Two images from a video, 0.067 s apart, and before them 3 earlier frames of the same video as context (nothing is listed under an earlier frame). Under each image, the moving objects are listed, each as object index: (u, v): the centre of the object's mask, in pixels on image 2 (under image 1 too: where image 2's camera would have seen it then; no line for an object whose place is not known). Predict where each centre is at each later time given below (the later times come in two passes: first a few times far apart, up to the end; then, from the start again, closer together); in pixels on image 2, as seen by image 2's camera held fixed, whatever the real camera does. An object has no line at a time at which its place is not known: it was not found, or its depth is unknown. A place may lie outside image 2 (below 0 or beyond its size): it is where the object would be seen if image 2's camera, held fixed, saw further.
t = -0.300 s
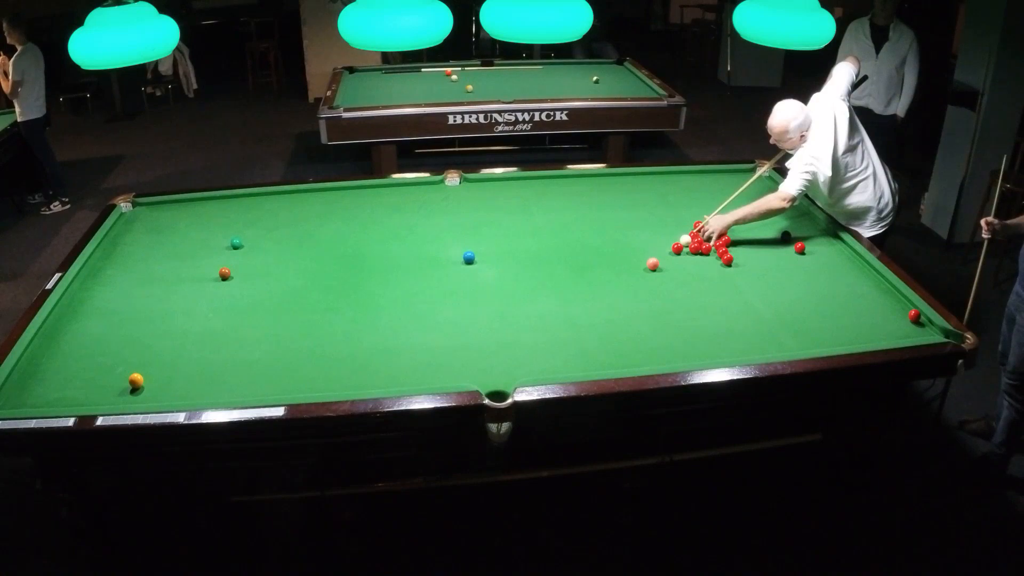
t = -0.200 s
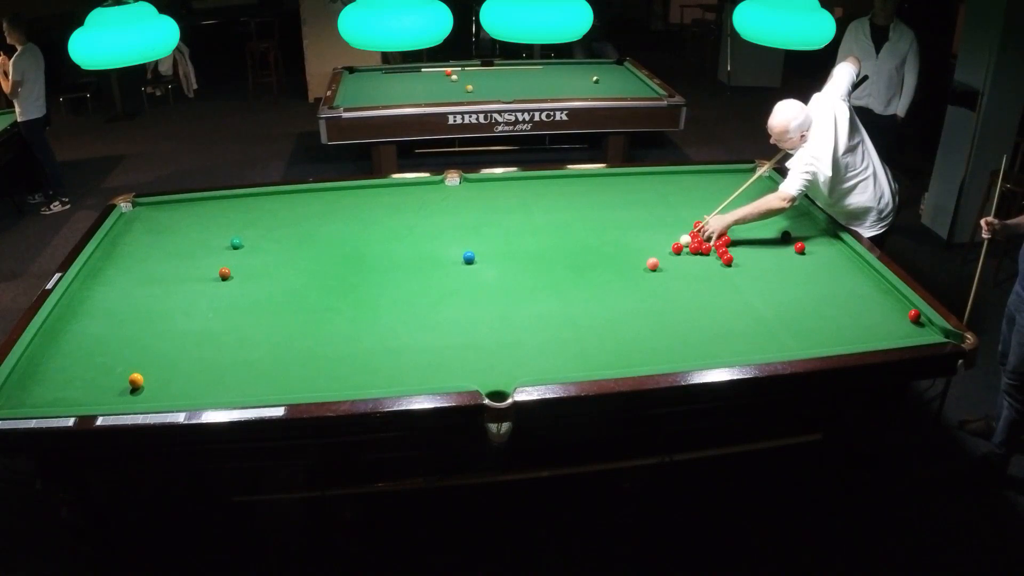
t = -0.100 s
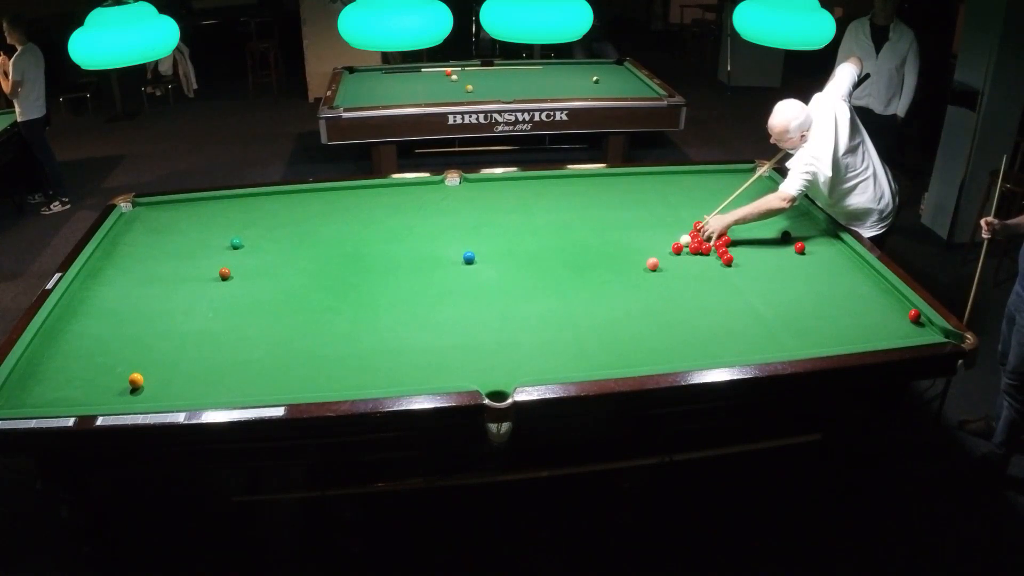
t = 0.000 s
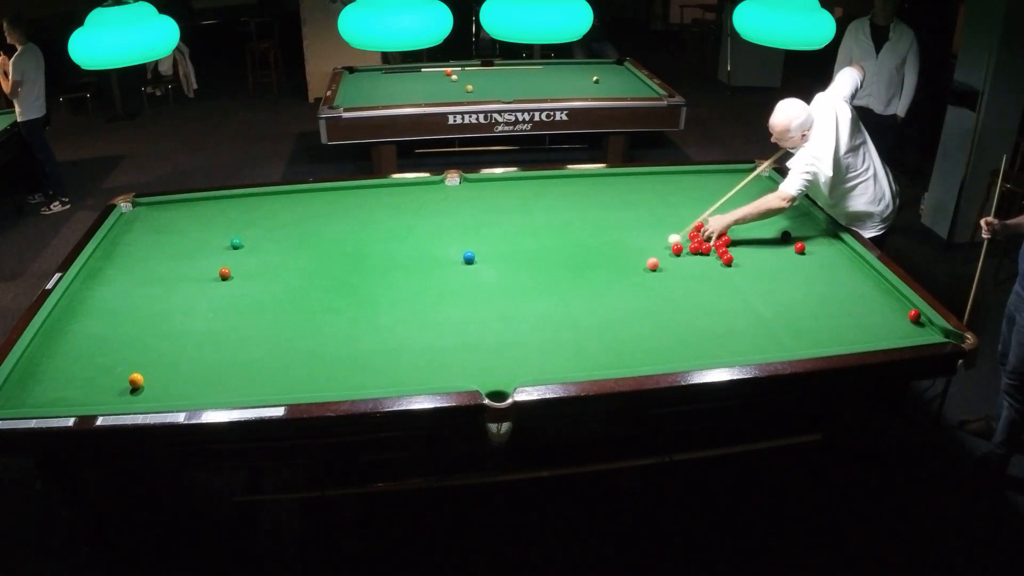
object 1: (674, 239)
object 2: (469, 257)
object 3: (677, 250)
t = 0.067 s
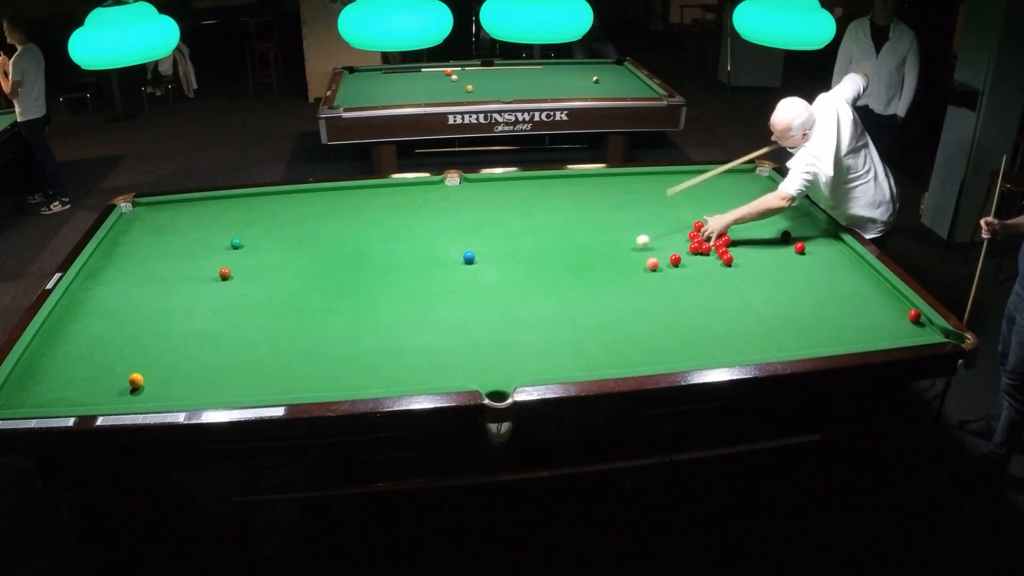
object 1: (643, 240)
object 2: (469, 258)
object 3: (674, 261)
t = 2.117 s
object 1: (144, 352)
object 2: (177, 203)
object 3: (499, 250)
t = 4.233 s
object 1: (117, 252)
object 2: (189, 243)
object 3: (398, 197)
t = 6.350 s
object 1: (125, 220)
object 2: (243, 263)
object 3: (368, 226)
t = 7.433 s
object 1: (126, 219)
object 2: (250, 265)
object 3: (367, 227)
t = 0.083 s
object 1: (635, 242)
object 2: (469, 257)
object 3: (674, 263)
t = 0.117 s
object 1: (619, 244)
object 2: (469, 258)
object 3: (673, 268)
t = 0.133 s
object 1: (611, 244)
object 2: (469, 258)
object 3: (673, 270)
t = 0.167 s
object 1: (596, 246)
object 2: (469, 258)
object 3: (672, 275)
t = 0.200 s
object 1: (581, 248)
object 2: (469, 258)
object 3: (671, 279)
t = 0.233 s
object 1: (566, 250)
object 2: (469, 258)
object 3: (670, 284)
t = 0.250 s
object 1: (558, 251)
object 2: (469, 258)
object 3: (670, 286)
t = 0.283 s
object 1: (543, 253)
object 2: (469, 258)
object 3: (669, 291)
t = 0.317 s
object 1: (527, 254)
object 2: (469, 258)
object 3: (668, 296)
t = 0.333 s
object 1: (519, 255)
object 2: (469, 257)
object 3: (668, 298)
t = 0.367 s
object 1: (504, 257)
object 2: (468, 257)
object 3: (666, 303)
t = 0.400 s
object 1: (488, 259)
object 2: (468, 257)
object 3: (665, 308)
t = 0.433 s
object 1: (478, 262)
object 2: (463, 256)
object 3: (664, 313)
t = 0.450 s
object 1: (475, 264)
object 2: (458, 255)
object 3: (664, 316)
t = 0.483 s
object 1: (469, 268)
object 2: (448, 254)
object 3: (663, 321)
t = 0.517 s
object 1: (463, 272)
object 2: (439, 252)
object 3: (662, 326)
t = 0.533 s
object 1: (459, 273)
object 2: (435, 251)
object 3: (661, 329)
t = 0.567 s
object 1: (451, 277)
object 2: (427, 250)
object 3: (660, 335)
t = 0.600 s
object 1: (443, 280)
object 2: (420, 248)
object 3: (659, 340)
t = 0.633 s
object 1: (436, 284)
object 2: (413, 247)
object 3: (657, 346)
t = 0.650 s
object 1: (431, 286)
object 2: (409, 246)
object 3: (657, 349)
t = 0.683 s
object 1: (423, 290)
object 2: (402, 245)
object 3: (656, 355)
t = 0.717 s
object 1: (415, 294)
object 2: (395, 243)
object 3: (654, 359)
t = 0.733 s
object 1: (411, 296)
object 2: (392, 242)
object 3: (654, 361)
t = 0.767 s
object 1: (402, 300)
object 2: (385, 241)
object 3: (650, 361)
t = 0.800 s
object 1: (394, 304)
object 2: (378, 240)
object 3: (645, 359)
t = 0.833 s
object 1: (385, 308)
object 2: (371, 238)
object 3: (639, 357)
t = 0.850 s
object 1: (381, 311)
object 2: (368, 238)
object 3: (637, 356)
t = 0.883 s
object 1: (372, 315)
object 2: (361, 236)
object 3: (632, 351)
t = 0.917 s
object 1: (363, 319)
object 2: (355, 235)
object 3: (628, 347)
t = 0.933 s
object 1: (359, 321)
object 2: (352, 235)
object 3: (625, 346)
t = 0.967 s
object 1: (350, 325)
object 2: (345, 233)
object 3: (621, 342)
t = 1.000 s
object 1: (341, 329)
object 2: (339, 232)
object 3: (616, 338)
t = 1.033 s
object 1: (331, 334)
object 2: (333, 231)
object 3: (611, 335)
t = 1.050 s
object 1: (327, 336)
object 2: (330, 230)
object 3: (609, 333)
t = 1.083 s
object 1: (317, 340)
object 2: (324, 229)
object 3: (605, 330)
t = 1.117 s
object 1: (308, 345)
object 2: (318, 228)
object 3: (600, 327)
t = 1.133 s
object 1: (303, 347)
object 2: (316, 227)
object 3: (598, 325)
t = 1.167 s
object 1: (294, 352)
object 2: (310, 226)
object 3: (594, 322)
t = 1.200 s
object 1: (284, 356)
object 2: (304, 225)
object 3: (590, 319)
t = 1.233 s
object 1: (275, 361)
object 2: (299, 224)
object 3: (586, 316)
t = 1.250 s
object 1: (270, 363)
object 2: (296, 223)
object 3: (584, 314)
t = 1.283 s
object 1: (260, 368)
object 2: (290, 222)
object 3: (580, 311)
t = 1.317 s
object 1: (250, 372)
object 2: (285, 221)
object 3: (576, 308)
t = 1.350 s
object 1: (240, 377)
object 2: (279, 220)
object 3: (572, 305)
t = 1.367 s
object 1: (235, 379)
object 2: (277, 220)
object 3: (570, 304)
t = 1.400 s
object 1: (225, 384)
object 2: (272, 219)
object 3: (566, 301)
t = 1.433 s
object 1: (214, 389)
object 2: (266, 217)
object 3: (562, 298)
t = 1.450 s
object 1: (210, 391)
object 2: (264, 217)
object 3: (561, 297)
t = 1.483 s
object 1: (199, 395)
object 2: (259, 216)
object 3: (557, 294)
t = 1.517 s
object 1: (190, 397)
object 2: (254, 215)
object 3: (553, 291)
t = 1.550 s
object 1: (186, 395)
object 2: (249, 214)
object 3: (550, 289)
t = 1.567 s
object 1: (183, 394)
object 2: (247, 214)
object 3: (548, 287)
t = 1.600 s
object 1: (179, 393)
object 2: (242, 213)
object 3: (545, 285)
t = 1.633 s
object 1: (174, 391)
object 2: (237, 212)
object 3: (542, 282)
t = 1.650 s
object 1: (172, 389)
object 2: (235, 211)
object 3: (540, 281)
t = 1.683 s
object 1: (168, 387)
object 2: (231, 210)
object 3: (537, 278)
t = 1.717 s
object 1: (163, 384)
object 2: (226, 209)
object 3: (533, 276)
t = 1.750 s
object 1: (159, 382)
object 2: (222, 209)
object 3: (530, 273)
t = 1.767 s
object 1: (157, 381)
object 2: (220, 208)
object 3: (528, 272)
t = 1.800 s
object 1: (153, 378)
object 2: (215, 207)
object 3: (525, 270)
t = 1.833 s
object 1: (151, 376)
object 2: (211, 206)
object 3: (522, 268)
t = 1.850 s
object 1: (150, 374)
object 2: (208, 206)
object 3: (521, 267)
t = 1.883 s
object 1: (149, 371)
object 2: (204, 205)
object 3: (518, 264)
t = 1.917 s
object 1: (148, 368)
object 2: (201, 204)
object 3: (515, 262)
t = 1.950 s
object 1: (148, 366)
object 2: (196, 203)
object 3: (512, 260)
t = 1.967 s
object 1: (147, 364)
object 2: (194, 203)
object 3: (511, 259)
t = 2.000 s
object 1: (146, 362)
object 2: (190, 202)
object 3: (508, 257)
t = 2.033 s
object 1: (146, 359)
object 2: (186, 202)
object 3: (505, 255)
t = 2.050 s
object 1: (145, 357)
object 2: (184, 201)
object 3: (504, 254)
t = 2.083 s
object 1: (145, 354)
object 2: (180, 202)
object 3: (501, 252)
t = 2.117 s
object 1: (144, 352)
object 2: (177, 203)
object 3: (499, 250)
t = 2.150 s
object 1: (143, 350)
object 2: (173, 204)
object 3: (496, 248)
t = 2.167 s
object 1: (143, 348)
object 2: (171, 204)
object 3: (495, 247)
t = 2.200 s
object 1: (142, 345)
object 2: (168, 205)
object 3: (492, 245)
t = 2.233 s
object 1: (141, 343)
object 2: (164, 207)
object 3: (490, 243)
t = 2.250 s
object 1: (141, 342)
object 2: (162, 207)
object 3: (489, 242)
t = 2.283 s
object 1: (140, 340)
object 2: (159, 208)
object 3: (486, 240)
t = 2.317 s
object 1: (139, 338)
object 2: (156, 209)
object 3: (484, 238)
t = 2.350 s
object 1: (139, 335)
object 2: (152, 210)
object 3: (481, 237)
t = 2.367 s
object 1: (138, 334)
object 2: (150, 210)
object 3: (480, 236)
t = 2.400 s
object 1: (138, 332)
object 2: (146, 212)
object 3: (478, 234)
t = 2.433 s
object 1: (137, 330)
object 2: (143, 213)
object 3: (476, 232)
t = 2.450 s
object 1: (137, 329)
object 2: (141, 213)
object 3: (474, 231)
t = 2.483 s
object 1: (136, 326)
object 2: (137, 214)
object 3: (472, 230)
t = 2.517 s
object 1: (136, 325)
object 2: (134, 215)
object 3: (470, 228)
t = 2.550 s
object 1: (135, 322)
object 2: (131, 215)
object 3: (468, 227)
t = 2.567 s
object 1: (135, 321)
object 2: (129, 216)
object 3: (467, 226)
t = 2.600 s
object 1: (134, 319)
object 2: (126, 217)
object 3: (465, 224)
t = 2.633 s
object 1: (134, 317)
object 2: (122, 218)
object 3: (463, 222)
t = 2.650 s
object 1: (134, 316)
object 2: (121, 218)
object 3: (462, 222)
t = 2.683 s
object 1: (133, 314)
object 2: (121, 219)
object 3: (460, 220)
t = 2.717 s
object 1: (132, 313)
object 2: (122, 219)
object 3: (458, 219)
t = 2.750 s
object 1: (132, 311)
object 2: (124, 220)
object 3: (456, 217)
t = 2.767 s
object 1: (132, 310)
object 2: (124, 220)
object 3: (454, 217)
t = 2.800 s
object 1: (131, 308)
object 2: (126, 221)
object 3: (453, 215)
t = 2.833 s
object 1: (131, 306)
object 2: (128, 221)
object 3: (451, 214)
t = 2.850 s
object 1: (131, 306)
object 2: (129, 222)
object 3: (450, 213)
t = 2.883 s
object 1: (130, 304)
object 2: (130, 222)
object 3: (448, 212)
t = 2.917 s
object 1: (130, 302)
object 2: (132, 223)
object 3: (446, 210)
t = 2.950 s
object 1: (129, 300)
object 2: (134, 224)
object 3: (444, 209)
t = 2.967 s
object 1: (129, 299)
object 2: (134, 224)
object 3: (444, 208)
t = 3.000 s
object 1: (129, 298)
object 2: (136, 224)
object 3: (442, 207)
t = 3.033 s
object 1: (128, 296)
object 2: (137, 225)
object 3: (440, 206)
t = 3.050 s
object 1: (128, 295)
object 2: (138, 225)
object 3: (439, 205)
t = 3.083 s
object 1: (127, 294)
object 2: (140, 226)
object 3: (437, 204)
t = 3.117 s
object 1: (127, 292)
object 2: (141, 226)
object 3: (436, 202)
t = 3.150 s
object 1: (127, 290)
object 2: (143, 227)
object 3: (434, 201)
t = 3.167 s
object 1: (127, 290)
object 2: (144, 227)
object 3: (434, 201)
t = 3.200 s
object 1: (126, 288)
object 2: (145, 228)
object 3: (432, 200)
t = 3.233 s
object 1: (126, 287)
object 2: (147, 228)
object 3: (430, 198)
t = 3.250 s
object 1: (126, 286)
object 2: (147, 229)
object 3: (429, 198)
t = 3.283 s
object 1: (125, 285)
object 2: (149, 229)
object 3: (428, 197)
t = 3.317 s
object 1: (125, 283)
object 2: (150, 230)
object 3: (426, 196)
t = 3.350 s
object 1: (125, 282)
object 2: (152, 230)
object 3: (425, 194)
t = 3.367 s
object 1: (124, 281)
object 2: (152, 231)
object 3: (424, 194)
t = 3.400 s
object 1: (124, 280)
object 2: (154, 231)
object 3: (423, 193)
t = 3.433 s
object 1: (124, 278)
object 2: (156, 232)
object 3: (421, 192)
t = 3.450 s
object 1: (124, 278)
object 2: (156, 232)
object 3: (421, 191)
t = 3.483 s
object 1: (123, 277)
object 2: (158, 232)
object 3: (419, 190)
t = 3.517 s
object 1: (123, 275)
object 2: (159, 233)
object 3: (418, 189)
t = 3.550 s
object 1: (123, 274)
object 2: (161, 233)
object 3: (416, 188)
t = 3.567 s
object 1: (123, 274)
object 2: (161, 234)
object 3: (416, 188)
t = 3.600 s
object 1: (123, 272)
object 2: (163, 234)
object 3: (414, 187)
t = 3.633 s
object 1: (122, 271)
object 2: (164, 235)
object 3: (413, 186)
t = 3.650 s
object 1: (122, 271)
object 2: (165, 235)
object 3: (412, 185)
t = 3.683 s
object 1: (122, 269)
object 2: (166, 236)
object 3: (411, 185)
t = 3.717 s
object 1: (121, 268)
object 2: (168, 236)
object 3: (410, 186)
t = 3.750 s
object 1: (121, 267)
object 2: (169, 236)
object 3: (409, 186)
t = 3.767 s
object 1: (121, 266)
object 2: (170, 237)
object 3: (409, 187)
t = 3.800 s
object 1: (121, 265)
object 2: (171, 237)
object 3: (408, 187)
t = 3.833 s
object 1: (120, 264)
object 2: (173, 237)
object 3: (407, 188)
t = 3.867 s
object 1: (120, 263)
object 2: (174, 238)
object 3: (406, 189)
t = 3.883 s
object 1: (120, 263)
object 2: (175, 238)
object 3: (406, 189)
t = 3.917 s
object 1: (120, 262)
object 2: (176, 239)
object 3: (405, 190)
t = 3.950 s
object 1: (119, 260)
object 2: (178, 239)
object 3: (404, 191)
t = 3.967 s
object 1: (119, 260)
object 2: (178, 239)
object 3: (404, 191)
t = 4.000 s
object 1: (119, 259)
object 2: (180, 240)
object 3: (403, 192)
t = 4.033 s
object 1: (119, 258)
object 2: (181, 241)
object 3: (402, 193)
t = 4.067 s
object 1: (119, 257)
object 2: (182, 241)
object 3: (402, 193)
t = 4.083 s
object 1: (118, 257)
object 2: (183, 241)
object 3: (401, 194)
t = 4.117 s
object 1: (118, 255)
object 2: (184, 242)
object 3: (400, 194)
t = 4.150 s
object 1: (118, 255)
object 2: (185, 242)
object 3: (400, 195)
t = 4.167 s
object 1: (118, 254)
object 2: (186, 242)
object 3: (399, 196)
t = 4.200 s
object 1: (118, 253)
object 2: (187, 243)
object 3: (398, 196)
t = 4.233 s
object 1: (117, 252)
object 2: (189, 243)
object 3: (398, 197)
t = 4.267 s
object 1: (117, 252)
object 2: (190, 244)
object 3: (397, 197)
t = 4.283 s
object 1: (117, 251)
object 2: (191, 244)
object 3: (397, 198)
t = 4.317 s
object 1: (117, 250)
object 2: (192, 244)
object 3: (396, 199)
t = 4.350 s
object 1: (117, 249)
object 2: (193, 245)
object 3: (395, 199)
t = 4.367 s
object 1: (117, 249)
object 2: (194, 245)
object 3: (395, 200)
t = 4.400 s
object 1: (117, 248)
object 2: (195, 245)
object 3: (394, 200)
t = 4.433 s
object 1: (117, 247)
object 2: (196, 246)
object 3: (393, 201)
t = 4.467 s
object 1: (117, 246)
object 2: (197, 246)
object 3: (393, 202)
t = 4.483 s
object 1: (116, 246)
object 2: (197, 247)
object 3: (392, 202)
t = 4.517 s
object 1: (116, 245)
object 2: (198, 247)
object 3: (392, 202)
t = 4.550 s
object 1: (116, 244)
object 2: (200, 247)
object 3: (391, 203)
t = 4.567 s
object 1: (116, 244)
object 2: (200, 247)
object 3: (391, 203)
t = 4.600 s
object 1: (116, 243)
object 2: (202, 248)
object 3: (390, 204)
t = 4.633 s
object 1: (116, 242)
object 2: (203, 248)
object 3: (389, 205)
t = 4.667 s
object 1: (116, 242)
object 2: (204, 249)
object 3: (389, 205)
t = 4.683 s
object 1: (116, 241)
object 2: (204, 249)
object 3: (388, 206)
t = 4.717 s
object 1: (116, 240)
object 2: (205, 249)
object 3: (387, 206)
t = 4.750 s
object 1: (115, 240)
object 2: (206, 250)
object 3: (387, 207)
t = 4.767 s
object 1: (115, 239)
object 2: (207, 250)
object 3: (387, 207)
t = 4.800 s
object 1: (115, 239)
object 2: (208, 250)
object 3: (386, 207)
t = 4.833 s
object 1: (115, 238)
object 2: (209, 251)
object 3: (385, 208)
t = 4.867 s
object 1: (115, 237)
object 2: (210, 251)
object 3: (385, 209)
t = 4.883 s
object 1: (115, 237)
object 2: (211, 251)
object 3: (384, 209)
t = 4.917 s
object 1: (115, 236)
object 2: (212, 251)
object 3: (384, 210)
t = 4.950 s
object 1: (114, 236)
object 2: (212, 252)
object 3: (383, 210)
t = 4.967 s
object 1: (114, 236)
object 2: (213, 252)
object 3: (383, 211)
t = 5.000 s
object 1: (114, 235)
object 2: (214, 253)
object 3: (382, 211)
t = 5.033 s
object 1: (114, 234)
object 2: (215, 253)
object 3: (382, 212)
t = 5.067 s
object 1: (114, 234)
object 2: (216, 253)
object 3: (381, 212)
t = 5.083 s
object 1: (114, 233)
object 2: (216, 253)
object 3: (381, 212)
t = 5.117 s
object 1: (114, 233)
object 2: (217, 254)
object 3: (380, 213)
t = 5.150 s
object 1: (114, 232)
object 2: (218, 254)
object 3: (380, 213)
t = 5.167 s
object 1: (114, 232)
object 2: (219, 254)
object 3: (379, 213)
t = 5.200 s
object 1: (114, 231)
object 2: (219, 254)
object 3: (379, 214)
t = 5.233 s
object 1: (113, 231)
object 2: (221, 255)
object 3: (378, 214)
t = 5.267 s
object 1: (114, 230)
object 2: (221, 255)
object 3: (378, 215)
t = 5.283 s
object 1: (114, 230)
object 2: (222, 255)
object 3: (378, 215)
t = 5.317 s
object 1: (113, 229)
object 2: (223, 255)
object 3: (377, 216)
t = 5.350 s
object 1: (113, 229)
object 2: (224, 256)
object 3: (377, 216)
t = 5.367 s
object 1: (113, 229)
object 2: (224, 256)
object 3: (377, 216)
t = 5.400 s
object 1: (113, 228)
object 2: (225, 256)
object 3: (376, 217)
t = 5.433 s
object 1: (114, 228)
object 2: (226, 256)
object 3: (376, 217)
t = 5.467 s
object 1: (115, 227)
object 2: (226, 257)
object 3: (375, 218)
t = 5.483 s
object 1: (115, 227)
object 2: (227, 257)
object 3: (375, 218)
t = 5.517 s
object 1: (116, 227)
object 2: (228, 257)
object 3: (375, 218)
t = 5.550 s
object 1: (116, 226)
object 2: (229, 257)
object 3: (374, 219)
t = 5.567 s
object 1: (117, 226)
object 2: (229, 258)
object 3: (374, 219)
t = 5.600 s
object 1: (117, 226)
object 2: (230, 258)
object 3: (374, 219)
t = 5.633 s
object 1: (117, 225)
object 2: (231, 258)
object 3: (373, 220)
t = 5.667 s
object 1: (118, 225)
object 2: (231, 258)
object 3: (373, 220)
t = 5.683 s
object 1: (118, 225)
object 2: (231, 258)
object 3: (373, 220)
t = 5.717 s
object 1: (119, 224)
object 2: (232, 259)
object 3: (373, 221)
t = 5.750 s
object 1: (119, 224)
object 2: (233, 259)
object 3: (372, 221)
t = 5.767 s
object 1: (119, 224)
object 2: (233, 259)
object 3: (372, 221)
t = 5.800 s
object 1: (120, 224)
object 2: (234, 259)
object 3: (372, 221)
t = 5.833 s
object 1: (120, 223)
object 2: (235, 260)
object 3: (372, 222)
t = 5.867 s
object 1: (120, 223)
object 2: (235, 260)
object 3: (371, 222)
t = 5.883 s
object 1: (120, 223)
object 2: (235, 260)
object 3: (371, 222)
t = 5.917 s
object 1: (121, 223)
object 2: (236, 260)
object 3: (371, 222)
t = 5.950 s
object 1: (121, 222)
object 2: (237, 261)
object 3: (371, 223)
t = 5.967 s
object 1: (121, 222)
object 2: (237, 261)
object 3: (371, 223)
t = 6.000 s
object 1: (122, 222)
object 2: (238, 261)
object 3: (370, 223)
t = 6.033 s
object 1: (122, 222)
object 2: (238, 261)
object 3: (370, 224)
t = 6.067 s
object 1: (122, 222)
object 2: (239, 261)
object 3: (370, 224)
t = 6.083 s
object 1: (122, 222)
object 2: (239, 261)
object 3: (370, 224)
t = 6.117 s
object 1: (123, 221)
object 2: (239, 261)
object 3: (370, 224)
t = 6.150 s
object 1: (123, 221)
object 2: (240, 261)
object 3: (369, 224)
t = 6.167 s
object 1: (123, 221)
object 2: (240, 262)
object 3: (369, 225)
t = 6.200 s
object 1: (124, 221)
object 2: (241, 262)
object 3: (369, 225)
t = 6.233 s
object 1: (124, 221)
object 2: (241, 262)
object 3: (369, 225)
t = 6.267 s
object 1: (124, 220)
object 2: (242, 262)
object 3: (369, 225)
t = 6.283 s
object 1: (124, 220)
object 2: (242, 262)
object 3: (369, 225)
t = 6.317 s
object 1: (125, 220)
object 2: (242, 263)
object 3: (368, 226)
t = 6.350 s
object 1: (125, 220)
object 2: (243, 263)
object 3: (368, 226)
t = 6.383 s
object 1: (125, 220)
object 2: (243, 263)
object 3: (368, 226)
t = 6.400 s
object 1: (125, 220)
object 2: (243, 263)
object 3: (368, 226)
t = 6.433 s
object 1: (125, 220)
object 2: (244, 263)
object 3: (368, 226)
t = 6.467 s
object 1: (125, 220)
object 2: (244, 263)
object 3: (368, 226)
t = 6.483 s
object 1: (125, 219)
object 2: (244, 263)
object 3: (368, 226)
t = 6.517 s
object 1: (126, 219)
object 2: (245, 263)
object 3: (368, 226)
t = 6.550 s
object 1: (125, 219)
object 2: (245, 264)
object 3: (367, 227)
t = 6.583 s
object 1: (126, 219)
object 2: (246, 264)
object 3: (367, 227)
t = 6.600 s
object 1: (126, 219)
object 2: (246, 264)
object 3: (367, 227)
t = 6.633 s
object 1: (126, 219)
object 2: (246, 264)
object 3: (367, 227)
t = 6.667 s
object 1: (126, 219)
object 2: (246, 264)
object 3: (367, 227)
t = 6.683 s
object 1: (126, 219)
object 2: (247, 264)
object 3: (367, 227)
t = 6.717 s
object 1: (126, 219)
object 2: (247, 264)
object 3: (367, 227)
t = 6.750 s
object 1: (126, 219)
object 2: (247, 264)
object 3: (367, 227)
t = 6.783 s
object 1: (126, 219)
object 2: (248, 264)
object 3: (367, 227)
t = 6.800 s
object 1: (126, 219)
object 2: (248, 265)
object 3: (367, 227)
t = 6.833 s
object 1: (126, 219)
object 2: (248, 265)
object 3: (367, 227)
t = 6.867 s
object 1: (126, 219)
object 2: (248, 265)
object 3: (367, 227)
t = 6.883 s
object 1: (126, 219)
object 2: (248, 265)
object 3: (367, 227)
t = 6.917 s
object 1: (126, 219)
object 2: (248, 265)
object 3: (367, 227)
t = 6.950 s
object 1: (126, 219)
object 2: (249, 265)
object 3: (367, 227)
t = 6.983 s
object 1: (126, 219)
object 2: (249, 265)
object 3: (367, 227)
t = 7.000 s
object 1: (126, 219)
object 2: (249, 265)
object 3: (367, 227)
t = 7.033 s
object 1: (126, 219)
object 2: (249, 265)
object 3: (367, 227)
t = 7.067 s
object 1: (126, 219)
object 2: (249, 265)
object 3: (367, 227)
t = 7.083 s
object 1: (126, 219)
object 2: (249, 265)
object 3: (367, 227)
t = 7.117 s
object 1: (126, 219)
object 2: (249, 265)
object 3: (367, 227)
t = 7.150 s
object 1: (127, 219)
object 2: (250, 265)
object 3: (367, 227)
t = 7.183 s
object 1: (126, 219)
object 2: (250, 265)
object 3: (367, 227)
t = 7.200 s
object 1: (127, 219)
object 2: (250, 265)
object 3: (367, 227)
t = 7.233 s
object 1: (126, 219)
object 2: (250, 265)
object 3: (367, 227)
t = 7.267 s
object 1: (126, 219)
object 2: (250, 265)
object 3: (367, 227)
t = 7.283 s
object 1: (126, 219)
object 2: (250, 265)
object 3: (367, 227)
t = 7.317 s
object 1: (126, 219)
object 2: (250, 265)
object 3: (367, 227)
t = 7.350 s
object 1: (127, 219)
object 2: (250, 265)
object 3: (367, 227)
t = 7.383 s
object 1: (126, 219)
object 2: (250, 265)
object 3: (367, 227)
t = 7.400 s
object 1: (126, 219)
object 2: (250, 265)
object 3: (367, 227)
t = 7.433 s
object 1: (126, 219)
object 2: (250, 265)
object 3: (367, 227)
